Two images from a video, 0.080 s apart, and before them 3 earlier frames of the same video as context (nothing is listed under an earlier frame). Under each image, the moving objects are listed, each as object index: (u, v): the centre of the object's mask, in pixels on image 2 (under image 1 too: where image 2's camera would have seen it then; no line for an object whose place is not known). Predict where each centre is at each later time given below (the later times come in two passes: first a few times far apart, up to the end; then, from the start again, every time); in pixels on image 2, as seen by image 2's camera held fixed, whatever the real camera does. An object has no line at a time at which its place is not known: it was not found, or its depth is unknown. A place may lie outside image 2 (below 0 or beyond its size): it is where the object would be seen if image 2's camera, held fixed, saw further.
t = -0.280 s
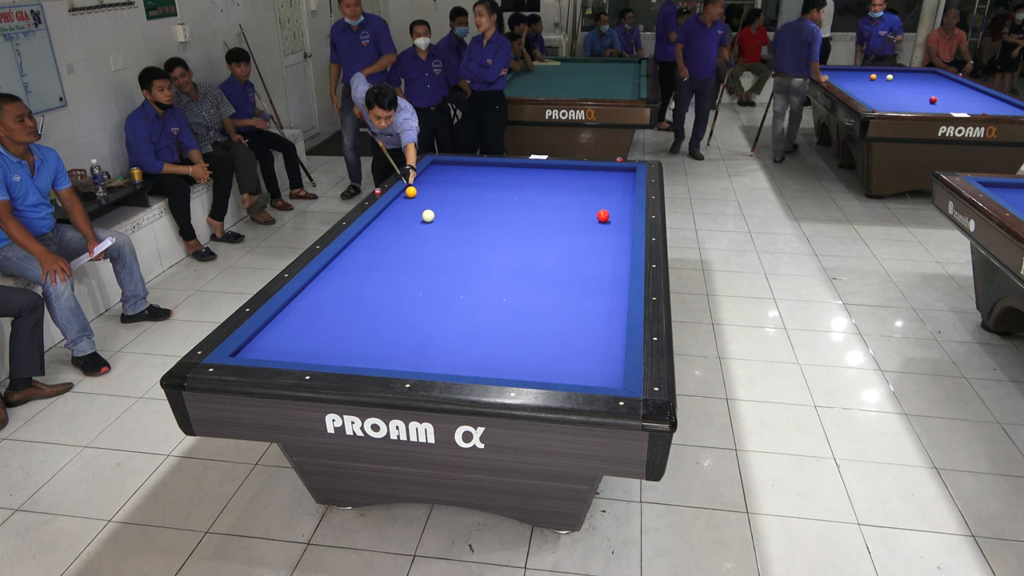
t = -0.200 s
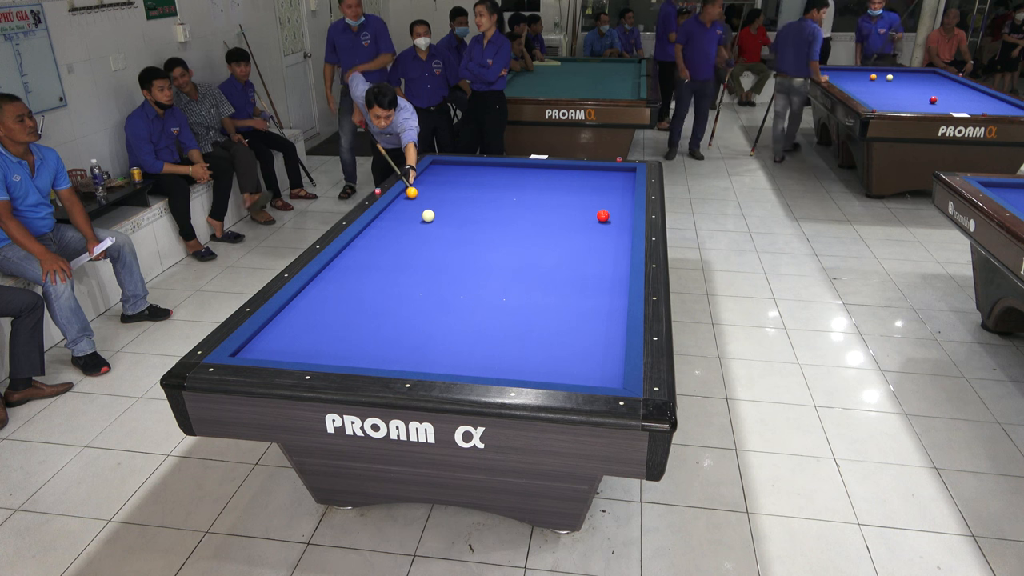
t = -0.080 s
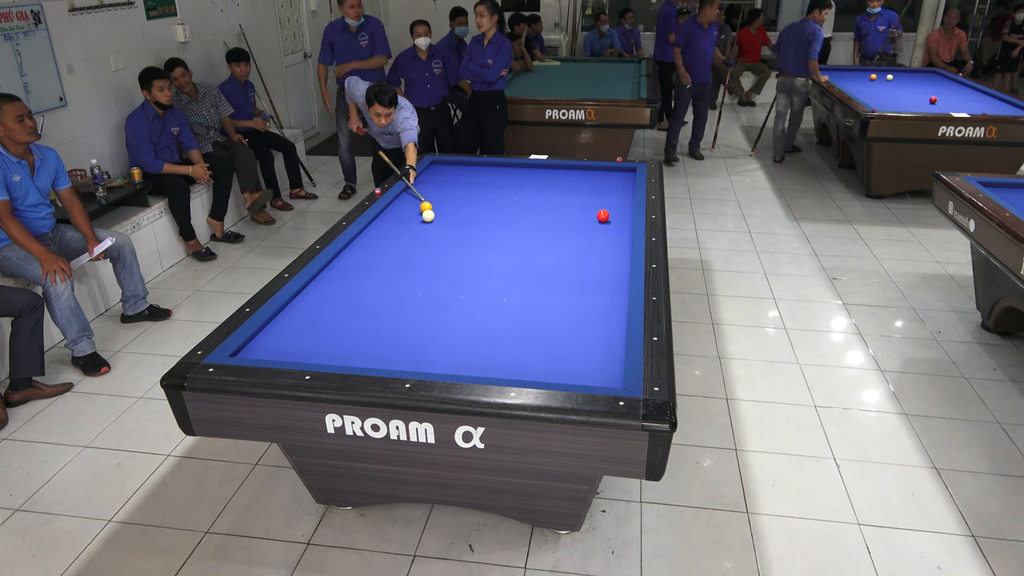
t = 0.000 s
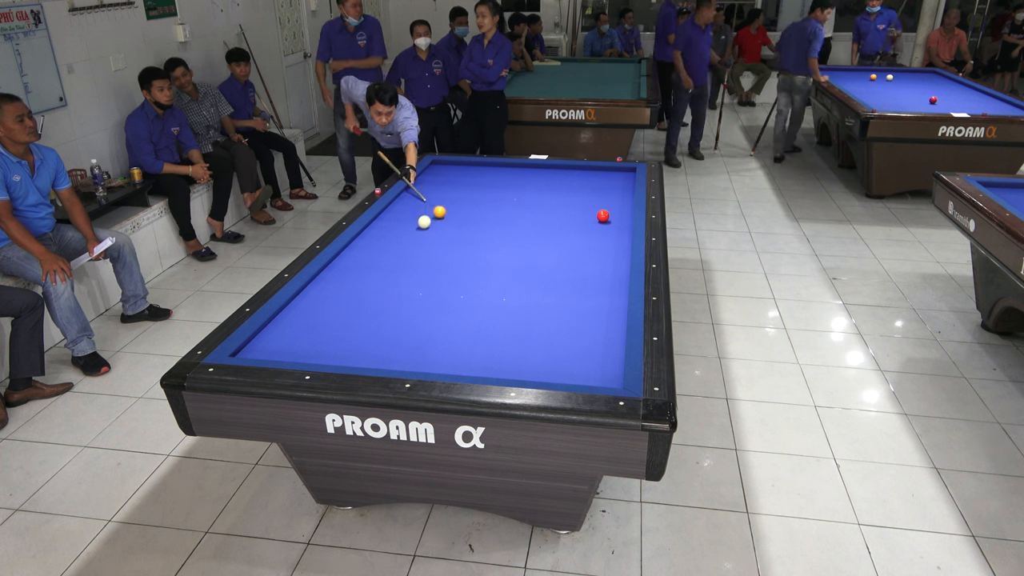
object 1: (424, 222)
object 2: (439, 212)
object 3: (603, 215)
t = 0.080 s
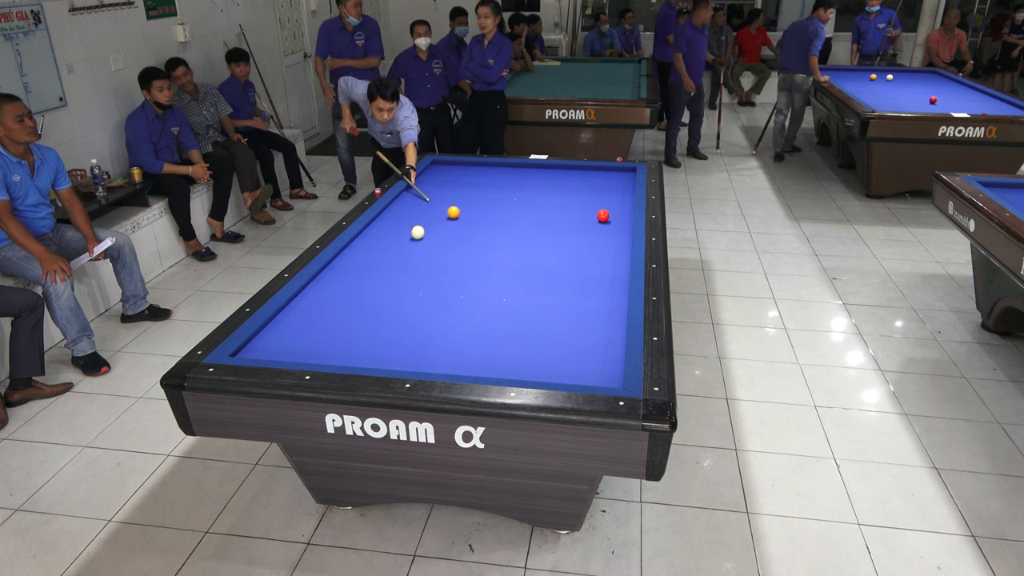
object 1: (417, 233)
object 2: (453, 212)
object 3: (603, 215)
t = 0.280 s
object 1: (401, 259)
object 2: (484, 213)
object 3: (603, 215)
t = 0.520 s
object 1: (381, 291)
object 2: (521, 215)
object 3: (603, 215)
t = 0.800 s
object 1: (352, 338)
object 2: (564, 216)
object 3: (603, 215)
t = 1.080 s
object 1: (351, 341)
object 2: (594, 218)
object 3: (615, 215)
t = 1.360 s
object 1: (371, 313)
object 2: (609, 222)
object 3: (620, 213)
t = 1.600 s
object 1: (385, 294)
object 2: (622, 225)
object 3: (609, 211)
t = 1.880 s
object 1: (399, 274)
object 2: (621, 226)
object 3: (598, 209)
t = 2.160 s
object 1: (411, 257)
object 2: (615, 226)
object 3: (587, 207)
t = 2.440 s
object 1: (421, 242)
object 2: (610, 227)
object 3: (577, 205)
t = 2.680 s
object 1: (429, 231)
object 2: (607, 227)
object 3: (570, 204)
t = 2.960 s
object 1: (438, 219)
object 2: (603, 227)
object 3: (562, 203)
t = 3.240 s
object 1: (445, 208)
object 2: (601, 228)
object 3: (554, 202)
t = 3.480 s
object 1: (451, 200)
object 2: (599, 228)
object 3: (549, 200)
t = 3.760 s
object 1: (457, 191)
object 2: (598, 228)
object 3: (544, 199)
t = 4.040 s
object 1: (462, 184)
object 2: (598, 228)
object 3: (540, 198)
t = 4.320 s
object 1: (467, 176)
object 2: (598, 228)
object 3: (536, 197)
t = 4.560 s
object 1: (471, 171)
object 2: (598, 228)
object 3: (533, 197)
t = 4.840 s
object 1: (475, 165)
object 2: (598, 228)
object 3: (531, 196)
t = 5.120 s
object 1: (474, 165)
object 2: (598, 228)
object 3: (529, 196)
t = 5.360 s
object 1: (472, 168)
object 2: (598, 228)
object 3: (528, 196)
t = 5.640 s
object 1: (469, 171)
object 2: (598, 228)
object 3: (527, 195)
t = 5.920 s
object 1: (466, 174)
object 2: (598, 228)
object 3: (527, 195)
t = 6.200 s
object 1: (464, 177)
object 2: (598, 228)
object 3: (527, 195)
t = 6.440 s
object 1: (462, 179)
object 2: (598, 228)
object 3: (527, 195)
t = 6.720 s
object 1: (459, 181)
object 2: (598, 228)
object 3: (527, 195)
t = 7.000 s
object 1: (457, 183)
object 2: (598, 228)
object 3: (527, 195)
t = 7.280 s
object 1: (455, 185)
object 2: (598, 228)
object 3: (527, 195)
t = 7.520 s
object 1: (454, 187)
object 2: (598, 228)
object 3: (527, 195)
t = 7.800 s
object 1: (452, 188)
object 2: (598, 228)
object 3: (527, 195)
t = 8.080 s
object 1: (450, 190)
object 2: (598, 228)
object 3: (527, 195)
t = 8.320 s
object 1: (449, 190)
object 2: (598, 228)
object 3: (527, 195)
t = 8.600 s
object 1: (448, 191)
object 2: (598, 228)
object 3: (527, 195)
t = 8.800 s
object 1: (448, 192)
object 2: (598, 228)
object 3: (527, 195)
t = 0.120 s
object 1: (414, 238)
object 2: (459, 213)
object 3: (603, 215)
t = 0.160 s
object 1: (411, 243)
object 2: (466, 213)
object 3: (603, 215)
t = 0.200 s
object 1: (408, 248)
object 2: (472, 213)
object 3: (603, 215)
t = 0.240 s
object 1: (404, 253)
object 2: (478, 213)
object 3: (603, 215)
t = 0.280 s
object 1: (401, 259)
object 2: (484, 213)
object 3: (603, 215)
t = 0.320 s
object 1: (398, 264)
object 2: (490, 213)
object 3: (603, 215)
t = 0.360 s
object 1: (395, 269)
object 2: (496, 214)
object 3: (603, 215)
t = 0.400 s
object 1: (391, 274)
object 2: (503, 214)
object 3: (603, 215)
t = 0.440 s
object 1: (388, 280)
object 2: (509, 214)
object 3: (603, 215)
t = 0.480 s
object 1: (384, 285)
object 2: (515, 214)
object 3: (603, 215)
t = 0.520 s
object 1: (381, 291)
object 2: (521, 215)
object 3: (603, 215)
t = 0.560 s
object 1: (377, 297)
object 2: (528, 215)
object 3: (603, 215)
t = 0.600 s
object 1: (373, 303)
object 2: (534, 215)
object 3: (603, 215)
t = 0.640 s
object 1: (369, 310)
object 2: (540, 215)
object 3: (603, 215)
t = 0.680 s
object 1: (365, 316)
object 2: (546, 215)
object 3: (603, 215)
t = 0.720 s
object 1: (361, 323)
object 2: (552, 216)
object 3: (603, 215)
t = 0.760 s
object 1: (357, 330)
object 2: (558, 216)
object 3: (603, 215)
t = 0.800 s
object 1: (352, 338)
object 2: (564, 216)
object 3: (603, 215)
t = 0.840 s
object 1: (347, 345)
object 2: (570, 216)
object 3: (603, 215)
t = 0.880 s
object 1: (342, 353)
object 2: (576, 216)
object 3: (603, 215)
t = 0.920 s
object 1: (337, 359)
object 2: (582, 217)
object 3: (603, 215)
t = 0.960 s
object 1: (339, 357)
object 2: (589, 217)
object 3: (603, 215)
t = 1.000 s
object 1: (344, 352)
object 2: (591, 217)
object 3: (606, 215)
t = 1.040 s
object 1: (348, 346)
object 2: (593, 218)
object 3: (611, 215)
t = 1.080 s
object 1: (351, 341)
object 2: (594, 218)
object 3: (615, 215)
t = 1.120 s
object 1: (355, 336)
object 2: (597, 219)
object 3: (619, 214)
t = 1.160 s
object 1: (358, 332)
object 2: (599, 219)
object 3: (622, 214)
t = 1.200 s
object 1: (361, 327)
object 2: (601, 220)
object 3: (626, 214)
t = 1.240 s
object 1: (364, 324)
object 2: (603, 220)
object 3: (626, 214)
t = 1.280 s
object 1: (366, 320)
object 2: (605, 221)
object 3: (623, 213)
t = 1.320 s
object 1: (369, 317)
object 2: (607, 221)
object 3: (621, 213)
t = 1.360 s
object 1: (371, 313)
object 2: (609, 222)
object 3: (620, 213)
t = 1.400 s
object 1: (374, 310)
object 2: (611, 222)
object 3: (618, 212)
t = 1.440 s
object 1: (376, 306)
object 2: (613, 223)
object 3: (616, 211)
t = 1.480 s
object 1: (378, 303)
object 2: (616, 223)
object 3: (614, 211)
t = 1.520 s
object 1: (380, 300)
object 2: (618, 224)
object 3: (612, 211)
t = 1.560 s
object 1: (383, 297)
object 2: (620, 224)
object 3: (611, 211)
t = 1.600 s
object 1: (385, 294)
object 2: (622, 225)
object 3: (609, 211)
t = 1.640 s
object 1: (387, 291)
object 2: (624, 225)
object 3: (607, 210)
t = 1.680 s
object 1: (389, 288)
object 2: (626, 225)
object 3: (606, 210)
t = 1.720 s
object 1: (391, 285)
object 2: (625, 226)
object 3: (604, 210)
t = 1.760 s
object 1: (393, 282)
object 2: (624, 226)
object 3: (602, 210)
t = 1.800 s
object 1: (395, 279)
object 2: (623, 226)
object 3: (601, 209)
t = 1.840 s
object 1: (397, 277)
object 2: (622, 226)
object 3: (599, 209)
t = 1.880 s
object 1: (399, 274)
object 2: (621, 226)
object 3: (598, 209)
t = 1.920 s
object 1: (400, 272)
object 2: (620, 226)
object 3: (596, 208)
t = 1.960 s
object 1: (402, 269)
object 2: (619, 226)
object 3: (595, 208)
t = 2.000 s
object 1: (404, 267)
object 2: (618, 226)
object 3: (593, 208)
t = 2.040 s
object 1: (406, 264)
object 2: (618, 226)
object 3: (592, 208)
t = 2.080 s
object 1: (407, 262)
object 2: (617, 226)
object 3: (590, 207)
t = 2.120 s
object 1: (409, 260)
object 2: (616, 226)
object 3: (588, 207)
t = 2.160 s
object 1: (411, 257)
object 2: (615, 226)
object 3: (587, 207)
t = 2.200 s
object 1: (412, 255)
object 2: (614, 226)
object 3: (586, 206)
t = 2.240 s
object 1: (414, 253)
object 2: (614, 226)
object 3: (584, 206)
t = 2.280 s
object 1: (415, 251)
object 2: (613, 226)
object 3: (583, 206)
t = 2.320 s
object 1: (417, 249)
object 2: (612, 227)
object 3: (581, 206)
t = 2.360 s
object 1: (418, 247)
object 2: (612, 227)
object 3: (580, 206)
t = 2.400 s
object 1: (420, 244)
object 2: (611, 227)
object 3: (579, 205)
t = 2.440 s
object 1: (421, 242)
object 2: (610, 227)
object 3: (577, 205)
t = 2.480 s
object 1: (423, 240)
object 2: (610, 227)
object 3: (576, 205)
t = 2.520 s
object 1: (424, 238)
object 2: (609, 227)
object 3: (575, 205)
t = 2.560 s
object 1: (425, 237)
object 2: (608, 227)
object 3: (573, 205)
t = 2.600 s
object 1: (427, 235)
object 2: (608, 227)
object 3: (572, 205)
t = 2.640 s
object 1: (428, 233)
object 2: (607, 227)
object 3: (571, 204)
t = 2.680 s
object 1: (429, 231)
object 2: (607, 227)
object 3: (570, 204)
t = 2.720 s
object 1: (431, 229)
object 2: (606, 227)
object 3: (569, 204)
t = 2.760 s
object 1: (432, 227)
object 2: (605, 227)
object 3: (567, 204)
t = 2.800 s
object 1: (433, 226)
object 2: (605, 227)
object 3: (566, 203)
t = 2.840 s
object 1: (434, 224)
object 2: (605, 227)
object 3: (565, 203)
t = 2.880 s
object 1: (435, 222)
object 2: (604, 227)
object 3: (564, 203)
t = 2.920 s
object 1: (436, 221)
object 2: (604, 227)
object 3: (563, 203)
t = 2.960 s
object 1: (438, 219)
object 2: (603, 227)
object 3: (562, 203)
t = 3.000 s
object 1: (439, 217)
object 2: (603, 227)
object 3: (561, 202)
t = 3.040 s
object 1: (440, 216)
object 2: (602, 228)
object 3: (560, 202)
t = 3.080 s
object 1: (441, 214)
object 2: (602, 227)
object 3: (559, 202)
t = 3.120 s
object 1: (442, 213)
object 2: (602, 228)
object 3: (557, 202)
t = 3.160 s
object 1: (443, 211)
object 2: (601, 228)
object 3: (556, 202)
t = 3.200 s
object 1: (444, 210)
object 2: (601, 228)
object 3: (555, 202)
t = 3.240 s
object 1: (445, 208)
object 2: (601, 228)
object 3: (554, 202)
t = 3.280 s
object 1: (446, 207)
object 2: (600, 228)
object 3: (553, 201)
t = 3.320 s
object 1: (447, 205)
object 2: (600, 228)
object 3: (553, 201)
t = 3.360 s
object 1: (448, 204)
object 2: (600, 228)
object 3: (552, 201)
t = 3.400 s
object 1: (449, 203)
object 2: (599, 228)
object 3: (551, 201)
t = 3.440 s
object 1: (450, 201)
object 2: (599, 228)
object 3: (550, 201)
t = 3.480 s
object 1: (451, 200)
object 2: (599, 228)
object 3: (549, 200)
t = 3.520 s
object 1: (452, 199)
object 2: (599, 228)
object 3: (548, 200)
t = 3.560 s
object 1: (453, 198)
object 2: (599, 228)
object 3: (548, 200)
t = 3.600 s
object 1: (454, 196)
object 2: (598, 228)
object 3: (547, 200)
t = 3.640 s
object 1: (454, 195)
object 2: (598, 228)
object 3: (546, 200)
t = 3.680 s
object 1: (455, 194)
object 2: (598, 228)
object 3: (546, 200)
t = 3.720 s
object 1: (456, 193)
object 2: (598, 228)
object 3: (545, 199)
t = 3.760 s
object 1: (457, 191)
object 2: (598, 228)
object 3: (544, 199)
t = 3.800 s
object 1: (458, 190)
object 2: (598, 228)
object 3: (544, 199)
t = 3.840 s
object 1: (459, 189)
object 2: (598, 228)
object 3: (543, 199)
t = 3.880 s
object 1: (459, 188)
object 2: (598, 228)
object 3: (542, 199)
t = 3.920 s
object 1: (460, 187)
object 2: (598, 228)
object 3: (542, 199)
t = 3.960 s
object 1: (461, 186)
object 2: (598, 228)
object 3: (541, 198)
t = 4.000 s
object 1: (462, 185)
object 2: (598, 228)
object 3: (541, 198)
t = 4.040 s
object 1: (462, 184)
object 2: (598, 228)
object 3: (540, 198)
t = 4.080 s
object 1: (463, 182)
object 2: (598, 228)
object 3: (539, 198)
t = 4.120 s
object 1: (464, 181)
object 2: (598, 228)
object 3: (539, 198)
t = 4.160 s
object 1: (465, 180)
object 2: (598, 228)
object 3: (538, 198)
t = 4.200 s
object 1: (465, 179)
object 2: (598, 228)
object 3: (538, 198)
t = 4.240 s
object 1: (466, 178)
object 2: (598, 228)
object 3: (537, 198)
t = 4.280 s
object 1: (467, 177)
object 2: (598, 228)
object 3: (537, 197)
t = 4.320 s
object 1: (467, 176)
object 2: (598, 228)
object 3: (536, 197)
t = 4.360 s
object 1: (468, 175)
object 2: (598, 228)
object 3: (536, 197)
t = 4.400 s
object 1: (468, 174)
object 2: (598, 228)
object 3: (535, 197)
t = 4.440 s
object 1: (469, 174)
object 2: (598, 228)
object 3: (535, 197)
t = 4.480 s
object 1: (470, 173)
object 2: (598, 228)
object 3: (534, 197)
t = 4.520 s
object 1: (470, 172)
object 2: (598, 228)
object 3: (534, 197)
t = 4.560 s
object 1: (471, 171)
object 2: (598, 228)
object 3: (533, 197)
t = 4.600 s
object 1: (472, 170)
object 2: (598, 228)
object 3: (533, 197)
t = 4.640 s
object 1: (472, 169)
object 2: (598, 228)
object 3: (533, 196)
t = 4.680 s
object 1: (473, 168)
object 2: (598, 228)
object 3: (532, 196)
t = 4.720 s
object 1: (473, 167)
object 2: (598, 228)
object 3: (532, 196)
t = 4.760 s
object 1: (474, 166)
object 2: (598, 228)
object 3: (532, 196)
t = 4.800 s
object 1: (475, 166)
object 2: (598, 228)
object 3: (531, 196)
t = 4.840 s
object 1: (475, 165)
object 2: (598, 228)
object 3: (531, 196)
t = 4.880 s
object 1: (476, 164)
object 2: (598, 228)
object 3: (530, 196)
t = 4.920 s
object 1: (476, 163)
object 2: (598, 228)
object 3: (530, 196)
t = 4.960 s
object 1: (476, 163)
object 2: (598, 228)
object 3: (530, 196)
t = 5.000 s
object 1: (475, 164)
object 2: (598, 228)
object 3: (530, 196)
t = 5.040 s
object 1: (475, 164)
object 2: (598, 228)
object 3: (529, 196)
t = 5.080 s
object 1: (474, 165)
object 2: (598, 228)
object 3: (529, 196)
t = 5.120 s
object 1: (474, 165)
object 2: (598, 228)
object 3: (529, 196)
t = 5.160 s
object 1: (474, 166)
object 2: (598, 228)
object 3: (529, 196)
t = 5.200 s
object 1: (473, 166)
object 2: (598, 228)
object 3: (528, 196)
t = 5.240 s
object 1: (473, 167)
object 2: (598, 228)
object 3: (528, 196)
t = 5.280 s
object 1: (472, 167)
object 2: (598, 228)
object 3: (528, 196)
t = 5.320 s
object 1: (472, 167)
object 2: (598, 228)
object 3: (528, 196)
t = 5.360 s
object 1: (472, 168)
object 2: (598, 228)
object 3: (528, 196)
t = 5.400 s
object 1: (471, 169)
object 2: (598, 228)
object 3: (527, 196)
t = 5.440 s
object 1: (471, 169)
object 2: (598, 228)
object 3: (528, 196)
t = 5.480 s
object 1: (471, 169)
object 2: (598, 228)
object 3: (527, 196)
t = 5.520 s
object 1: (470, 170)
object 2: (598, 228)
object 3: (527, 196)
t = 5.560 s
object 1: (470, 170)
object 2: (598, 228)
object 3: (527, 195)
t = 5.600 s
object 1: (469, 171)
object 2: (598, 228)
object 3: (527, 195)
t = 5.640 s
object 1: (469, 171)
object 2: (598, 228)
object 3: (527, 195)
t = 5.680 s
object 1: (469, 171)
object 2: (598, 228)
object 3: (527, 196)
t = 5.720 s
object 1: (468, 172)
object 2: (598, 228)
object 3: (527, 195)
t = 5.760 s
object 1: (468, 172)
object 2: (598, 228)
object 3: (527, 195)
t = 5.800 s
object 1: (468, 173)
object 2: (598, 228)
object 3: (527, 195)
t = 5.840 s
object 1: (467, 173)
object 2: (598, 228)
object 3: (527, 195)
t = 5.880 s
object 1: (467, 173)
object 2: (598, 228)
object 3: (527, 195)
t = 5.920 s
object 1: (466, 174)
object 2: (598, 228)
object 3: (527, 195)
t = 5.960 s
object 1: (466, 174)
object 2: (598, 228)
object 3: (527, 195)
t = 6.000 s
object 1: (466, 174)
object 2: (598, 228)
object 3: (527, 195)
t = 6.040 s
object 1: (465, 175)
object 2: (598, 228)
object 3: (527, 195)
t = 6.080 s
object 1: (465, 175)
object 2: (598, 228)
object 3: (527, 195)
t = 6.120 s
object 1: (465, 176)
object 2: (598, 228)
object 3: (527, 195)
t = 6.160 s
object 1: (464, 176)
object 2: (598, 228)
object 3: (527, 195)
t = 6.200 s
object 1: (464, 177)
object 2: (598, 228)
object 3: (527, 195)
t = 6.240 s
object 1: (463, 177)
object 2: (598, 228)
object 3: (527, 195)
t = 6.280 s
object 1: (463, 177)
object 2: (598, 228)
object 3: (527, 195)
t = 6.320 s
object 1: (463, 177)
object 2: (598, 228)
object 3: (527, 195)
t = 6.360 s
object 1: (463, 178)
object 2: (598, 228)
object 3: (527, 195)
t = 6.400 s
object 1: (462, 178)
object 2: (598, 228)
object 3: (527, 195)
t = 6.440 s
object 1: (462, 179)
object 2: (598, 228)
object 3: (527, 195)
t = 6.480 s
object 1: (461, 179)
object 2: (598, 228)
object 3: (527, 195)
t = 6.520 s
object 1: (461, 179)
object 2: (598, 228)
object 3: (527, 195)
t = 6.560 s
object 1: (461, 180)
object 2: (598, 228)
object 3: (527, 195)
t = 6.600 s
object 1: (461, 180)
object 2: (598, 228)
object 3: (527, 195)
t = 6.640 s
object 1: (460, 180)
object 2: (598, 228)
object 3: (527, 195)
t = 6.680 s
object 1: (460, 181)
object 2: (598, 228)
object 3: (527, 195)
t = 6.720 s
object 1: (459, 181)
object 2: (598, 228)
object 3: (527, 195)
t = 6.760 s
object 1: (459, 181)
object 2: (598, 228)
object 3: (527, 195)
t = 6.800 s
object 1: (459, 181)
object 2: (598, 228)
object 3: (527, 195)
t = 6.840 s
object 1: (458, 182)
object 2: (598, 228)
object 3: (527, 195)
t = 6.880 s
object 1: (458, 182)
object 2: (598, 228)
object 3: (527, 195)
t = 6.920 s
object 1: (458, 183)
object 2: (598, 228)
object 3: (527, 195)
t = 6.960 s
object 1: (458, 183)
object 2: (598, 228)
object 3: (527, 195)
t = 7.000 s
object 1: (457, 183)
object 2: (598, 228)
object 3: (527, 195)
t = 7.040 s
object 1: (457, 184)
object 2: (598, 228)
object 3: (527, 195)
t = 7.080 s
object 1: (457, 184)
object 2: (598, 228)
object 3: (527, 195)
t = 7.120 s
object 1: (456, 184)
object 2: (598, 228)
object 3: (527, 195)
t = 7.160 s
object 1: (456, 184)
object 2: (598, 228)
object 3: (527, 195)
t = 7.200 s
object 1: (456, 184)
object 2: (598, 228)
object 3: (527, 195)
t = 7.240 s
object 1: (455, 185)
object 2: (598, 228)
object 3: (527, 195)
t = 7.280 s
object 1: (455, 185)
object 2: (598, 228)
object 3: (527, 195)
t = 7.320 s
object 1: (455, 185)
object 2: (598, 228)
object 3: (527, 195)
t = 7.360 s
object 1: (455, 186)
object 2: (598, 228)
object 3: (527, 195)
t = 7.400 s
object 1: (454, 186)
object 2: (598, 228)
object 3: (527, 195)
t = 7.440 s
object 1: (454, 186)
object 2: (598, 228)
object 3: (527, 195)
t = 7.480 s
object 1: (454, 186)
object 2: (598, 228)
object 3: (527, 195)
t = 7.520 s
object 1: (454, 187)
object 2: (598, 228)
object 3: (527, 195)
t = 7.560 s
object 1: (453, 187)
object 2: (598, 228)
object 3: (527, 195)
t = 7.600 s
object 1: (453, 187)
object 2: (598, 228)
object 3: (527, 195)
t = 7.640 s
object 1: (453, 187)
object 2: (598, 228)
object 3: (527, 195)
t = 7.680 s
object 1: (453, 187)
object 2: (598, 228)
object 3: (527, 195)
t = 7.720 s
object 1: (452, 188)
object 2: (598, 228)
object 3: (527, 195)
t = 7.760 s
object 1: (452, 188)
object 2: (598, 228)
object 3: (527, 195)
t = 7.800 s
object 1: (452, 188)
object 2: (598, 228)
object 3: (527, 195)
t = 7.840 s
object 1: (451, 189)
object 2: (598, 228)
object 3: (527, 195)
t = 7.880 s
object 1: (451, 189)
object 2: (598, 228)
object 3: (527, 195)
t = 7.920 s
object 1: (451, 189)
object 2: (598, 228)
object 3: (527, 195)
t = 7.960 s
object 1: (451, 189)
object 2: (598, 228)
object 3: (527, 195)
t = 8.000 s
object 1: (451, 189)
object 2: (598, 228)
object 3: (527, 195)
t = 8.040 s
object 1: (450, 190)
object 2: (598, 228)
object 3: (527, 195)
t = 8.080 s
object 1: (450, 190)
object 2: (598, 228)
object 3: (527, 195)
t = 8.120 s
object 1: (450, 190)
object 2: (598, 228)
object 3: (527, 195)
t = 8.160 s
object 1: (450, 190)
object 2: (598, 228)
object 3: (527, 195)
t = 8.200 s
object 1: (450, 190)
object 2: (598, 228)
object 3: (527, 195)
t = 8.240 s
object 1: (450, 190)
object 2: (598, 228)
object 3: (527, 195)
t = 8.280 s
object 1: (449, 190)
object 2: (598, 228)
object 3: (527, 195)
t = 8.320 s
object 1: (449, 190)
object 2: (598, 228)
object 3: (527, 195)
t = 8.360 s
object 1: (449, 191)
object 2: (598, 228)
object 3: (527, 195)
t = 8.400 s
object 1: (449, 191)
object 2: (598, 228)
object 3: (527, 195)
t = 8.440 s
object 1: (449, 191)
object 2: (598, 228)
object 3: (527, 195)
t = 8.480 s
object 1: (449, 191)
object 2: (598, 228)
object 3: (527, 195)
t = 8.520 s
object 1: (448, 191)
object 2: (598, 228)
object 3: (527, 195)
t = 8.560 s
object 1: (448, 191)
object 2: (598, 228)
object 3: (527, 195)
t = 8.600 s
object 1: (448, 191)
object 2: (598, 228)
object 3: (527, 195)
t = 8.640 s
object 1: (448, 192)
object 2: (598, 228)
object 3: (527, 195)
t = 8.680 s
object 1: (448, 192)
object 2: (598, 228)
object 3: (527, 195)
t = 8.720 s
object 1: (448, 192)
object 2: (598, 228)
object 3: (527, 195)
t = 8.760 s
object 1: (448, 192)
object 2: (598, 228)
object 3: (527, 195)
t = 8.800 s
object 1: (448, 192)
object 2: (598, 228)
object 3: (527, 195)
